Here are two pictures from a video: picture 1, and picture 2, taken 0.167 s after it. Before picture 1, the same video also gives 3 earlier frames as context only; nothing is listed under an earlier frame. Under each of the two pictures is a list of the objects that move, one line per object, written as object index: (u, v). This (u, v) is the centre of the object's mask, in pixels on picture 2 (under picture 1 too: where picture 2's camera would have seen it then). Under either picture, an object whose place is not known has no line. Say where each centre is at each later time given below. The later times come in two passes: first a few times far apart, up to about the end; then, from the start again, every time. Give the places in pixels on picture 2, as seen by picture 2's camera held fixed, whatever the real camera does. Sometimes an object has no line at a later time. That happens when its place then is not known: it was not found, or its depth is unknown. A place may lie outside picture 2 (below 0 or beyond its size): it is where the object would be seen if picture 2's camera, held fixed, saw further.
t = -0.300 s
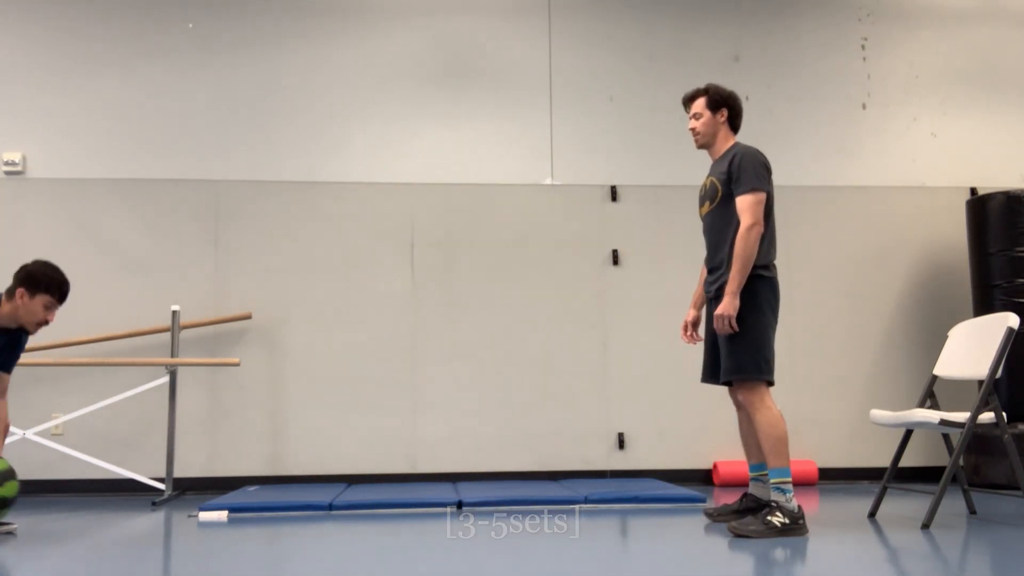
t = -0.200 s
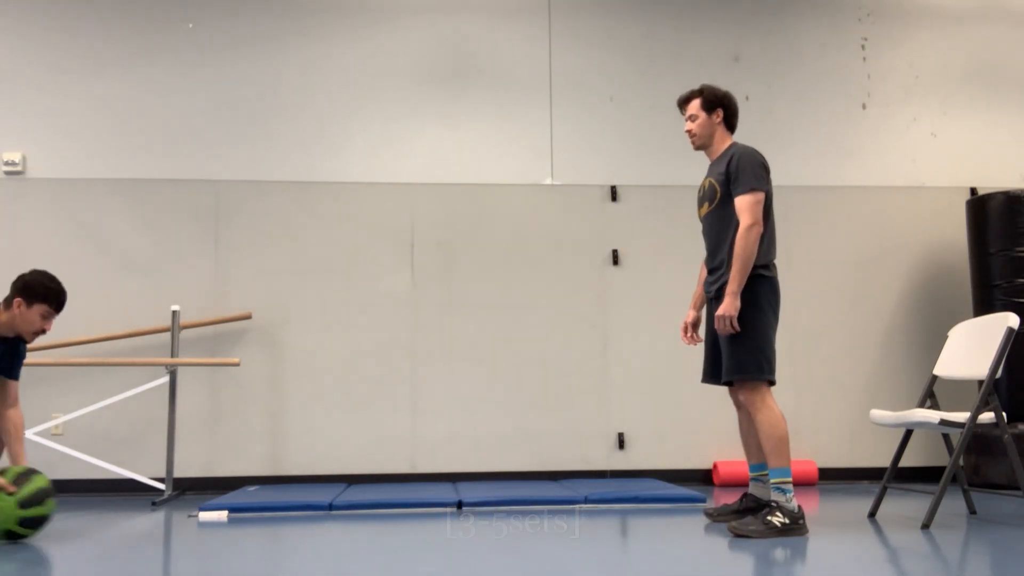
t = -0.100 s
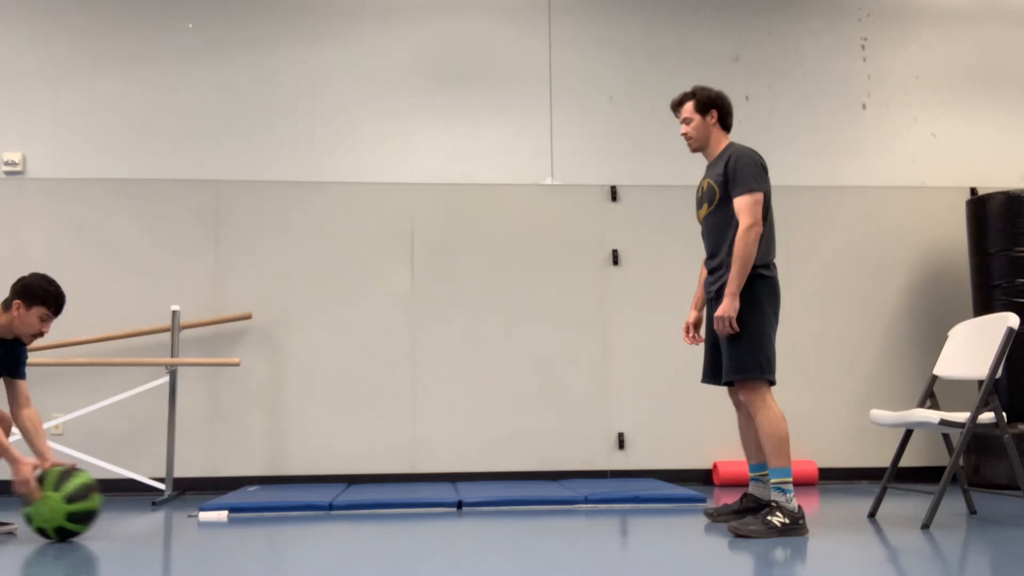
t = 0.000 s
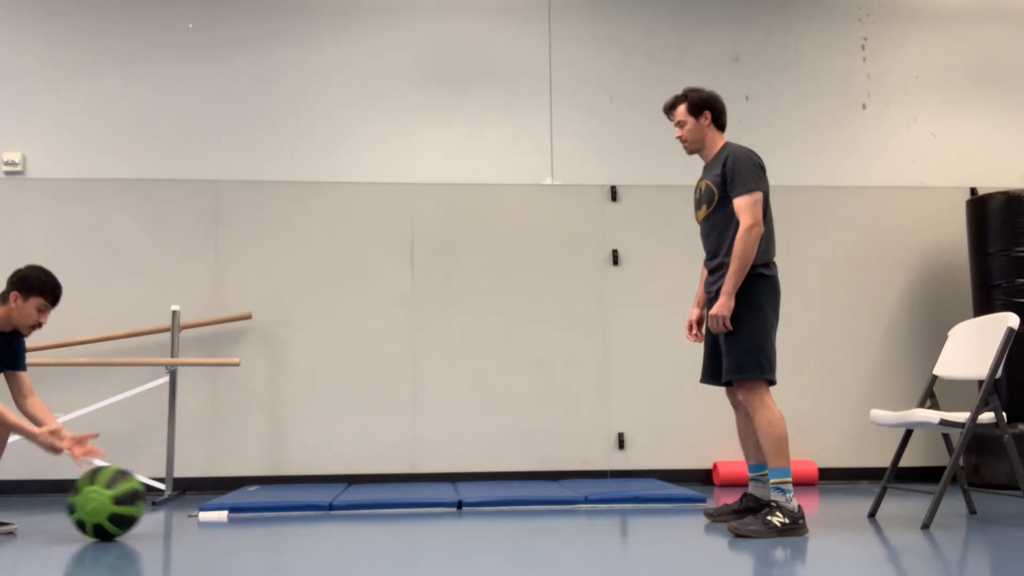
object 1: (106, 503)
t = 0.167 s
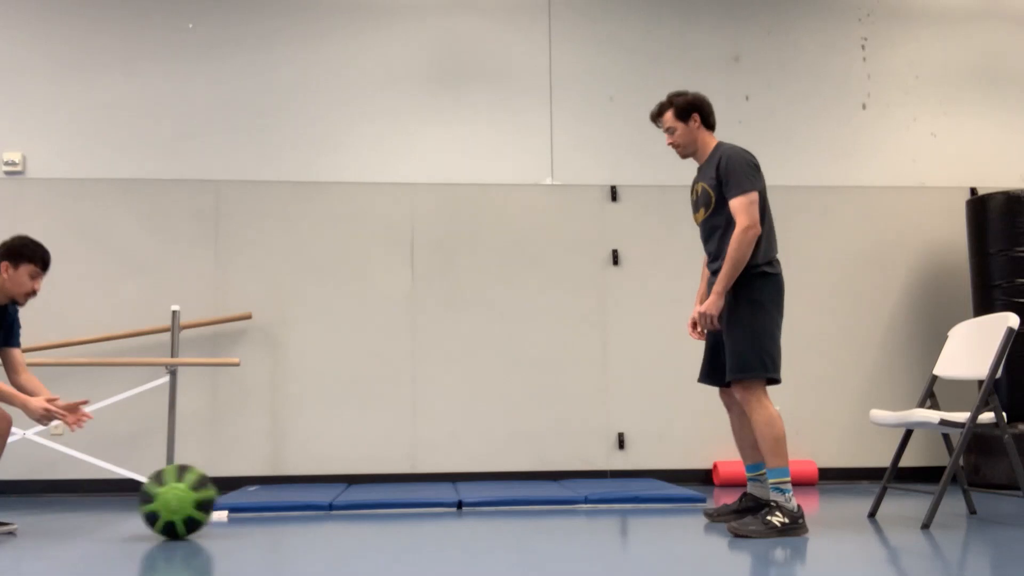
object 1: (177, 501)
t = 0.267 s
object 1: (218, 500)
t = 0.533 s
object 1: (322, 497)
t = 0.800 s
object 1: (426, 494)
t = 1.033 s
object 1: (508, 492)
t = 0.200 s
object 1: (191, 501)
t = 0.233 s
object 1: (205, 500)
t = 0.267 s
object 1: (218, 500)
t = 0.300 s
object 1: (231, 500)
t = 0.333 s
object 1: (244, 499)
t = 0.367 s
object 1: (258, 499)
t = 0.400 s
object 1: (270, 499)
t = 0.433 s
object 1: (284, 499)
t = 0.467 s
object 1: (296, 498)
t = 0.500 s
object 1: (310, 498)
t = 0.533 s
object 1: (322, 497)
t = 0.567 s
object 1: (337, 497)
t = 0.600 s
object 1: (349, 496)
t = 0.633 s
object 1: (363, 496)
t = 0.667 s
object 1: (376, 496)
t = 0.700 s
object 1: (389, 495)
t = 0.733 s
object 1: (402, 495)
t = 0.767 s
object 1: (414, 495)
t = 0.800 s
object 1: (426, 494)
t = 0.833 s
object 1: (439, 494)
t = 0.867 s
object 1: (450, 494)
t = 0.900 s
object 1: (461, 493)
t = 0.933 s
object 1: (474, 493)
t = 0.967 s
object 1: (485, 492)
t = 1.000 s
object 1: (497, 492)
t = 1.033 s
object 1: (508, 492)
